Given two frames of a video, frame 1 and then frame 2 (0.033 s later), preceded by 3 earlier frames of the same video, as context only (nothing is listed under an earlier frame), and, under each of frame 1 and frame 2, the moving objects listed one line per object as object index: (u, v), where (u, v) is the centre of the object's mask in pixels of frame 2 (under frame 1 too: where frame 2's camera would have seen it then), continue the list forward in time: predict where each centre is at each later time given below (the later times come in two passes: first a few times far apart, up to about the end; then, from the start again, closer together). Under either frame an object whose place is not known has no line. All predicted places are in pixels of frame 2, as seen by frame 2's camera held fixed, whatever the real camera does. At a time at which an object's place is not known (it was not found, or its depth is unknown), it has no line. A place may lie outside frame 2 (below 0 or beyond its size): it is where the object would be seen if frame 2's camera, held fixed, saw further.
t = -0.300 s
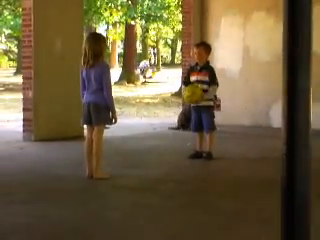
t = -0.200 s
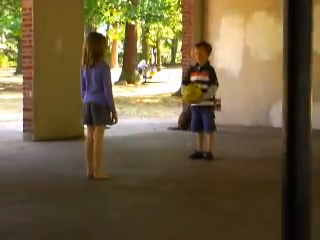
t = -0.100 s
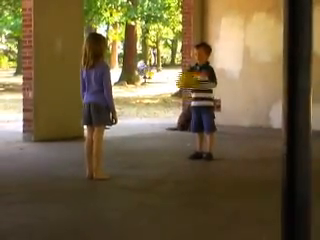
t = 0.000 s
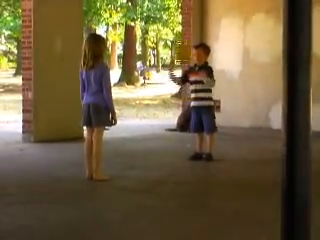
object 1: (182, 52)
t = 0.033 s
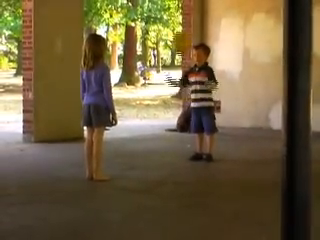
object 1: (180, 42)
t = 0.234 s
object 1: (169, 17)
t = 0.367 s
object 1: (162, 20)
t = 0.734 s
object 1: (140, 120)
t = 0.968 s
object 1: (129, 122)
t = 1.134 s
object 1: (122, 102)
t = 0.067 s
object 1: (177, 37)
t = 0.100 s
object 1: (176, 30)
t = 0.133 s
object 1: (175, 25)
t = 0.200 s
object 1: (171, 19)
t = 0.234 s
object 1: (169, 17)
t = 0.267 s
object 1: (167, 16)
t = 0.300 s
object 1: (166, 16)
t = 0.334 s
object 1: (163, 18)
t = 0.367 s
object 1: (162, 20)
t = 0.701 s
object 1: (143, 106)
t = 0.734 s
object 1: (140, 120)
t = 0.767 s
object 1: (140, 134)
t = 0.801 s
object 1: (136, 152)
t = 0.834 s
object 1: (136, 157)
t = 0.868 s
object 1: (134, 145)
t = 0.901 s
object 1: (131, 137)
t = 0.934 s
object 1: (131, 129)
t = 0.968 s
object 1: (129, 122)
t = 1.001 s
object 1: (128, 116)
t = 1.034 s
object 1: (127, 110)
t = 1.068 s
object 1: (125, 107)
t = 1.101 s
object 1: (123, 103)
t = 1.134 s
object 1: (122, 102)
